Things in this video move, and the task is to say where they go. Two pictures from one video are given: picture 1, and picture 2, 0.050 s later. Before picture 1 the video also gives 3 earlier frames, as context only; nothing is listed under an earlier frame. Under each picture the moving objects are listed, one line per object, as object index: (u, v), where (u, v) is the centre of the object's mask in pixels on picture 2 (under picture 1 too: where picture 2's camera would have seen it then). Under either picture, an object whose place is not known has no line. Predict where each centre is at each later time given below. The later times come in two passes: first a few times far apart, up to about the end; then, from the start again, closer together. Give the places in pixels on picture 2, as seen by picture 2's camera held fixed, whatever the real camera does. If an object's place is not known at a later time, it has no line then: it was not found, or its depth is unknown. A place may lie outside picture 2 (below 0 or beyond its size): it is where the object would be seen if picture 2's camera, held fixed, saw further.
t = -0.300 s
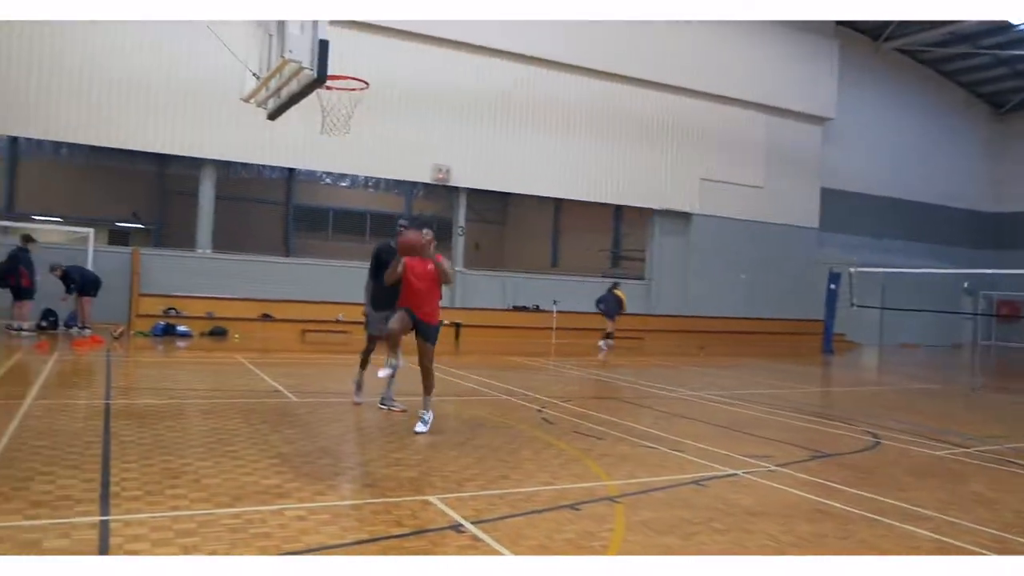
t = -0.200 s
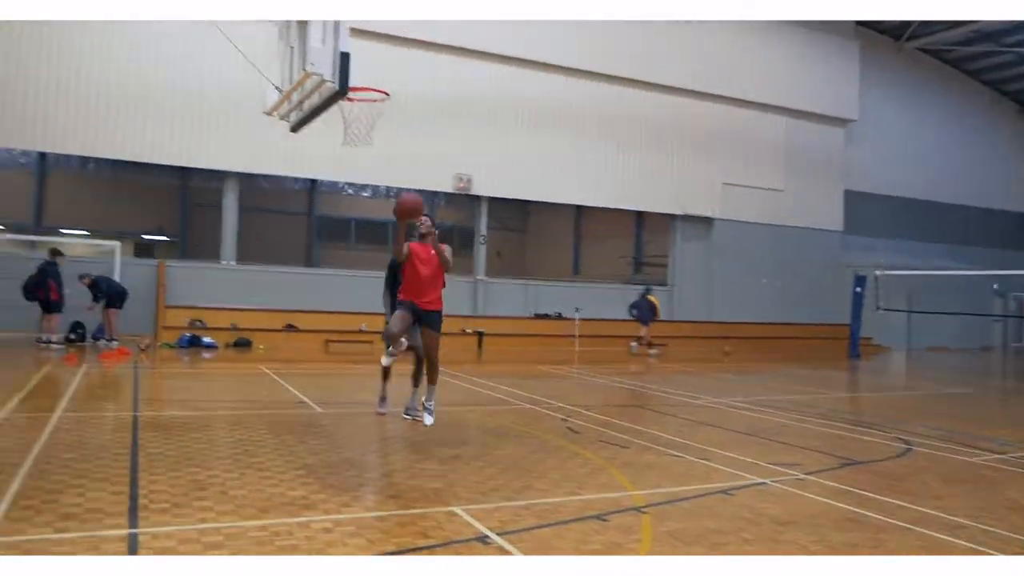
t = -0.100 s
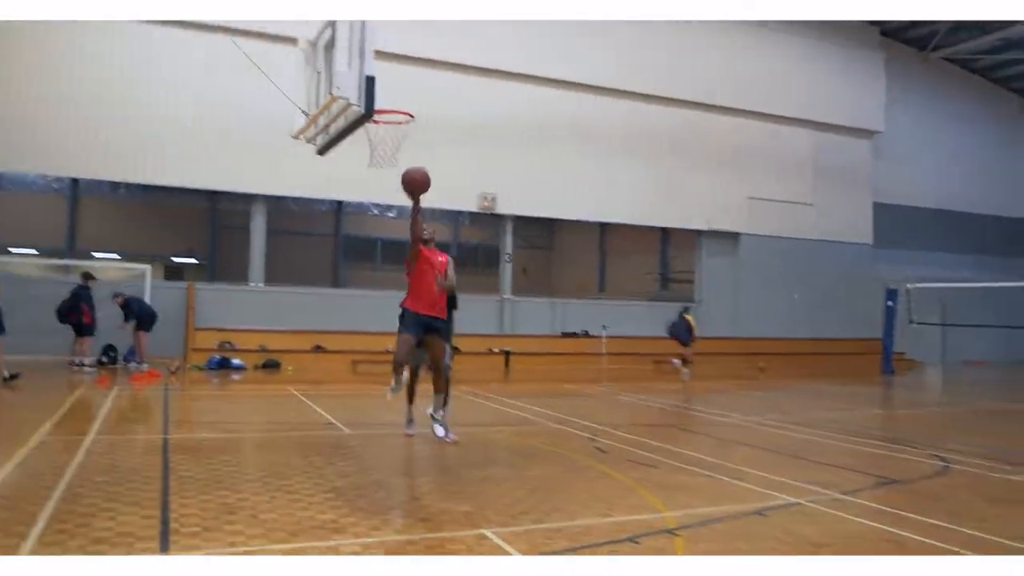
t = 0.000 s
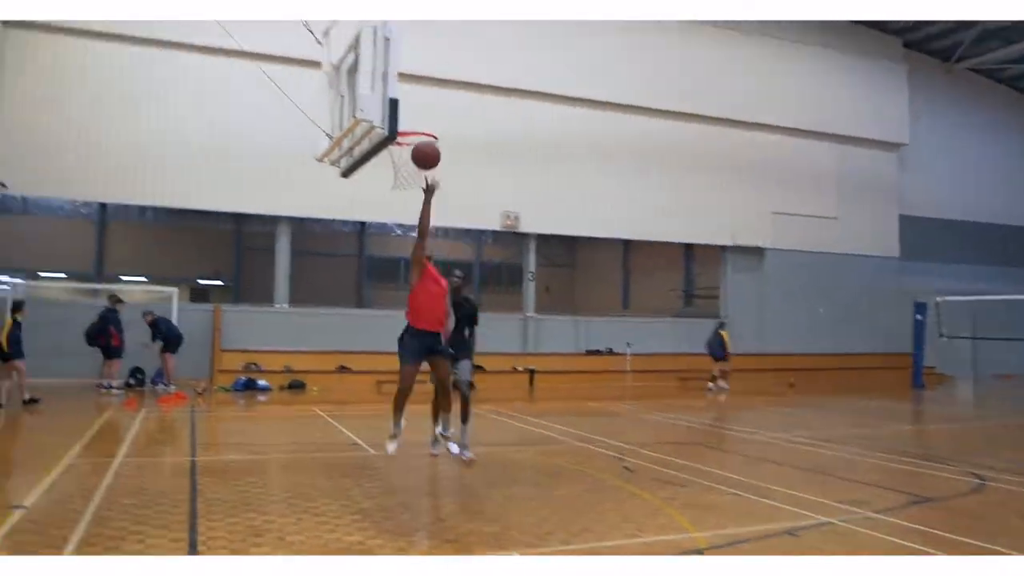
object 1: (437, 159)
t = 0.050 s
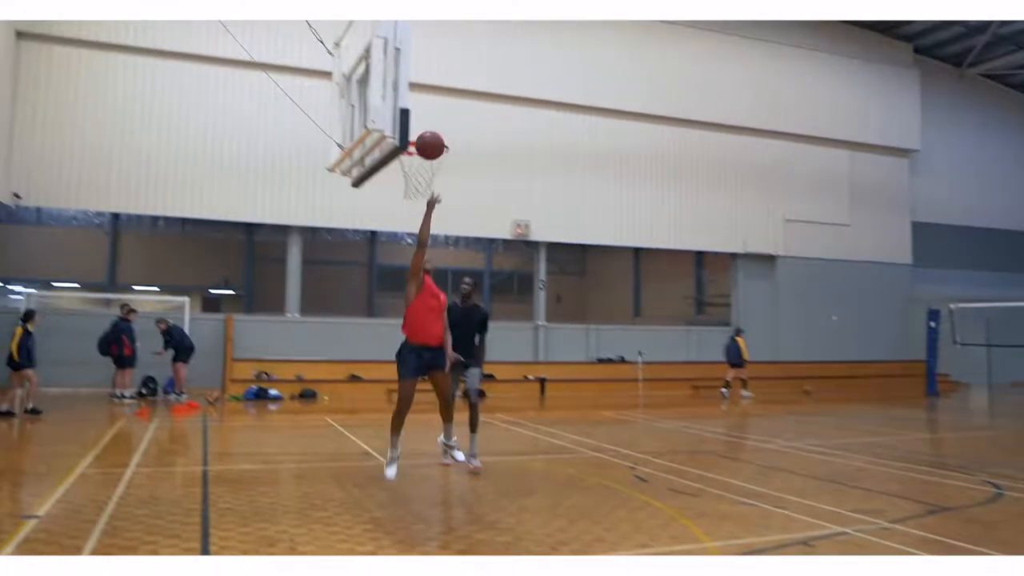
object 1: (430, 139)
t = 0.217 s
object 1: (417, 96)
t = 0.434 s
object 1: (427, 105)
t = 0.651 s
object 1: (429, 123)
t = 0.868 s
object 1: (420, 158)
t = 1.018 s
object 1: (417, 185)
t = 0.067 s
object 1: (428, 134)
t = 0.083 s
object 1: (425, 128)
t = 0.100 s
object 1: (424, 123)
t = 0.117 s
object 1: (423, 118)
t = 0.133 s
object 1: (422, 114)
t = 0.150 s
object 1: (421, 110)
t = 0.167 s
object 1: (419, 106)
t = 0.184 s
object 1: (418, 103)
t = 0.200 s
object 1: (417, 100)
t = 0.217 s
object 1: (417, 96)
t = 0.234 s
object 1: (417, 96)
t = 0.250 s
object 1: (418, 95)
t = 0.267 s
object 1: (419, 95)
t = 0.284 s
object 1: (419, 94)
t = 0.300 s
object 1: (420, 95)
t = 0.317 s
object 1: (421, 94)
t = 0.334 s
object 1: (421, 95)
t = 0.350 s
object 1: (422, 95)
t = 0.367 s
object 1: (423, 95)
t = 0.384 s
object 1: (423, 97)
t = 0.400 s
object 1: (425, 100)
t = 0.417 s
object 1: (426, 102)
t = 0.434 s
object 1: (427, 105)
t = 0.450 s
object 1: (428, 108)
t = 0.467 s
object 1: (429, 110)
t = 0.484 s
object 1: (430, 114)
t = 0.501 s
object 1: (431, 117)
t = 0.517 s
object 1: (432, 121)
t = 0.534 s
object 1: (433, 124)
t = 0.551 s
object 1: (433, 124)
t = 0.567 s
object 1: (432, 123)
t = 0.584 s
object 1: (431, 122)
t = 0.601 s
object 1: (431, 122)
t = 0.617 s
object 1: (430, 122)
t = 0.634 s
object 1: (429, 122)
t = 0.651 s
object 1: (429, 123)
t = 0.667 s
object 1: (428, 123)
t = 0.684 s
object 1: (428, 124)
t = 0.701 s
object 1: (427, 125)
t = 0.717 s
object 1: (427, 127)
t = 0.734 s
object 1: (427, 128)
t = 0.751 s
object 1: (426, 130)
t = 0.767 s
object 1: (426, 133)
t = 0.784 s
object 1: (426, 135)
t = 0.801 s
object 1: (425, 137)
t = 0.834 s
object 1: (426, 151)
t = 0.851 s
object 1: (421, 157)
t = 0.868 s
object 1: (420, 158)
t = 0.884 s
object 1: (416, 161)
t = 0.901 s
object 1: (416, 163)
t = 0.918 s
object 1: (418, 168)
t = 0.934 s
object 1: (417, 178)
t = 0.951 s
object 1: (417, 181)
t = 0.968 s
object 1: (417, 182)
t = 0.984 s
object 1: (417, 185)
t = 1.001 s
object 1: (417, 183)
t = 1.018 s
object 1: (417, 185)
